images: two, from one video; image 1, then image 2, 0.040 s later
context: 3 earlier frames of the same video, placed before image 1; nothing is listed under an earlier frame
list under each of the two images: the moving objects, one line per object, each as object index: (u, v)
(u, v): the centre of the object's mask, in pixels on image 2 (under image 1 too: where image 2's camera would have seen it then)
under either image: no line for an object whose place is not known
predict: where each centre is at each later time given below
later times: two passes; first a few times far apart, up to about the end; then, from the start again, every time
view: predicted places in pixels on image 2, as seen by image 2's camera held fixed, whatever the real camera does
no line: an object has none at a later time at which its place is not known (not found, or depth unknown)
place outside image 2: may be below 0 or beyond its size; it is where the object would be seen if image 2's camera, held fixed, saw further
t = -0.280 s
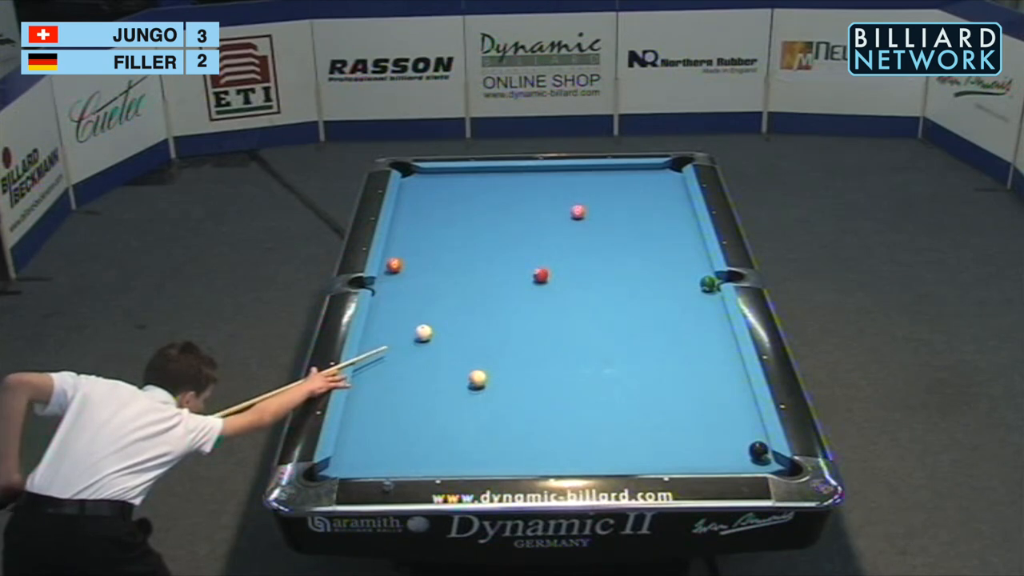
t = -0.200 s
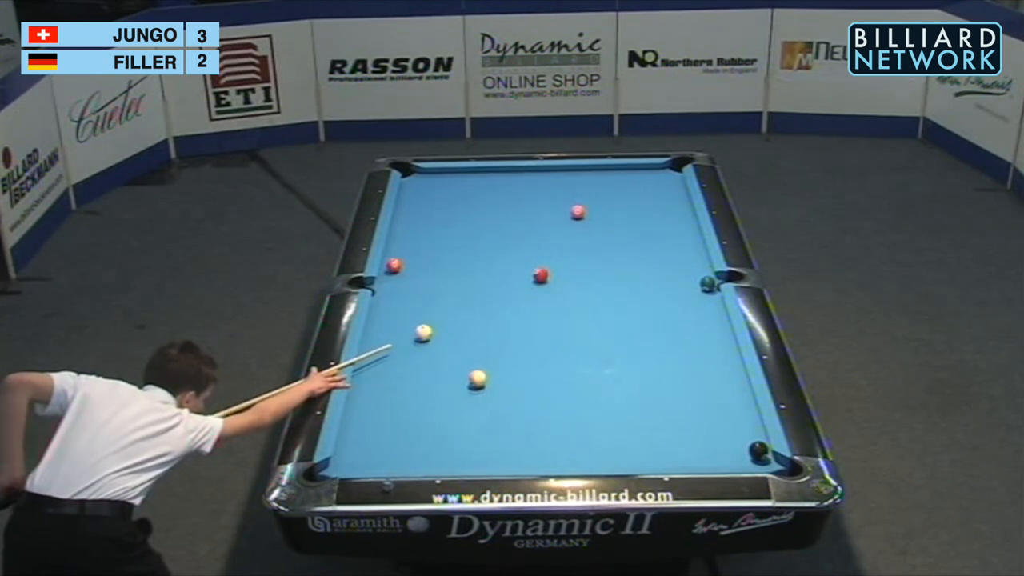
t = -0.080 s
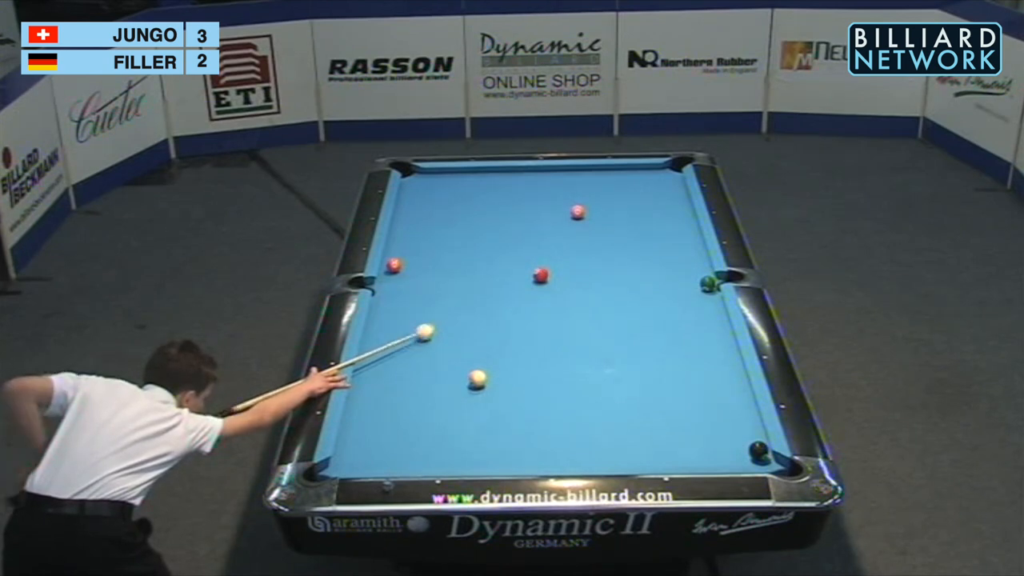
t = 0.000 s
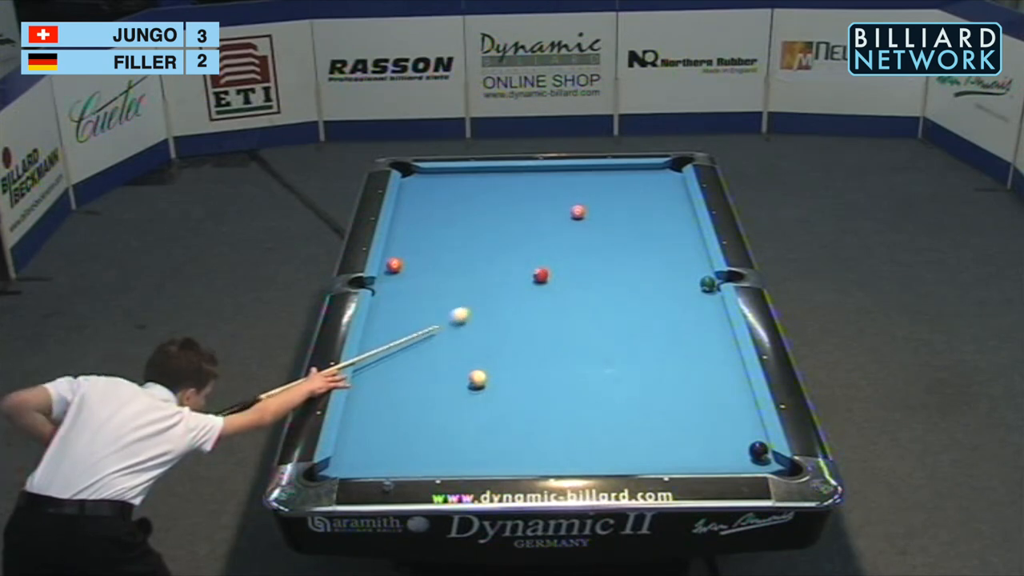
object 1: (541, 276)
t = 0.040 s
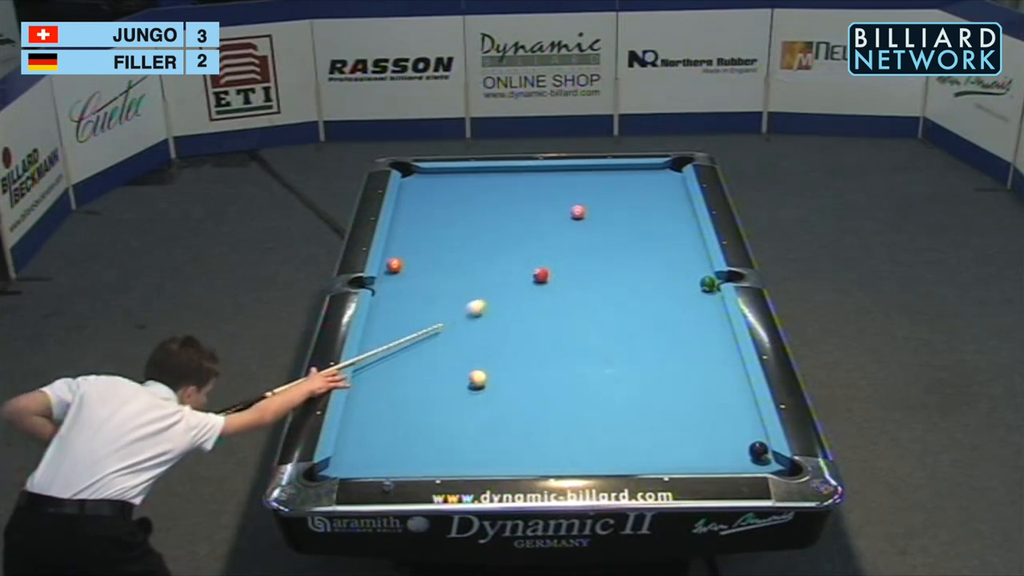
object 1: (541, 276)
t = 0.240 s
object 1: (549, 269)
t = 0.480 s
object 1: (587, 239)
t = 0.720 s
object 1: (616, 217)
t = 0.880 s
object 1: (634, 202)
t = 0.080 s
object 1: (541, 276)
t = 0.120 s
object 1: (541, 276)
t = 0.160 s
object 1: (541, 275)
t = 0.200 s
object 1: (543, 274)
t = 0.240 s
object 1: (549, 269)
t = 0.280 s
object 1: (556, 263)
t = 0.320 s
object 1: (564, 257)
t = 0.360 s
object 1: (570, 252)
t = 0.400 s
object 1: (576, 248)
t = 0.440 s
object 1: (581, 244)
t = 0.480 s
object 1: (587, 239)
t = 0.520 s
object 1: (592, 235)
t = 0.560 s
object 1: (597, 232)
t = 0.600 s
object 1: (601, 228)
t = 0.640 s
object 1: (607, 224)
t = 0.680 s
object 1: (611, 220)
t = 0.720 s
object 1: (616, 217)
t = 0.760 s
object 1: (621, 213)
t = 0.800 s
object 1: (625, 209)
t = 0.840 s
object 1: (630, 206)
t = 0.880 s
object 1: (634, 202)
